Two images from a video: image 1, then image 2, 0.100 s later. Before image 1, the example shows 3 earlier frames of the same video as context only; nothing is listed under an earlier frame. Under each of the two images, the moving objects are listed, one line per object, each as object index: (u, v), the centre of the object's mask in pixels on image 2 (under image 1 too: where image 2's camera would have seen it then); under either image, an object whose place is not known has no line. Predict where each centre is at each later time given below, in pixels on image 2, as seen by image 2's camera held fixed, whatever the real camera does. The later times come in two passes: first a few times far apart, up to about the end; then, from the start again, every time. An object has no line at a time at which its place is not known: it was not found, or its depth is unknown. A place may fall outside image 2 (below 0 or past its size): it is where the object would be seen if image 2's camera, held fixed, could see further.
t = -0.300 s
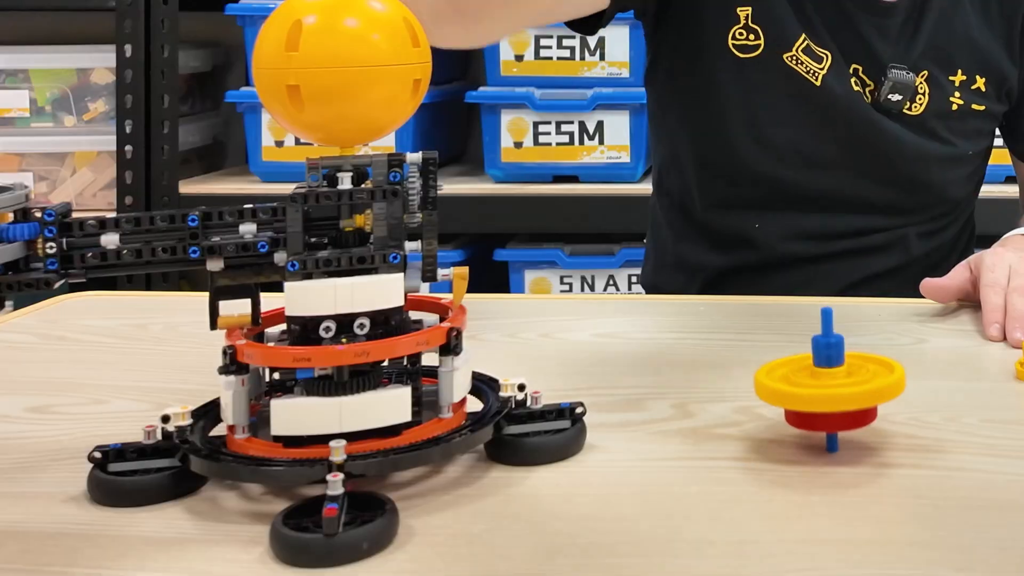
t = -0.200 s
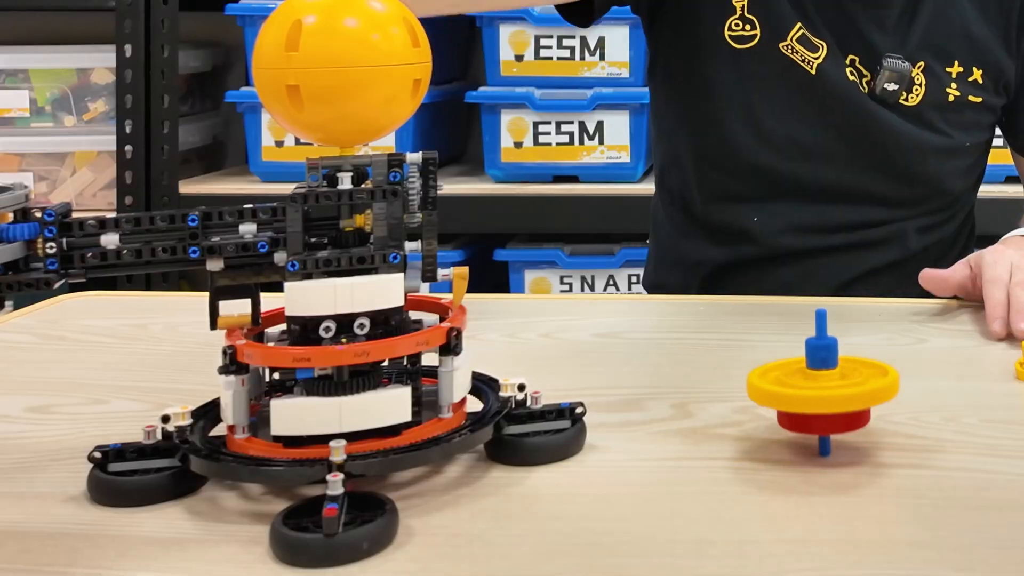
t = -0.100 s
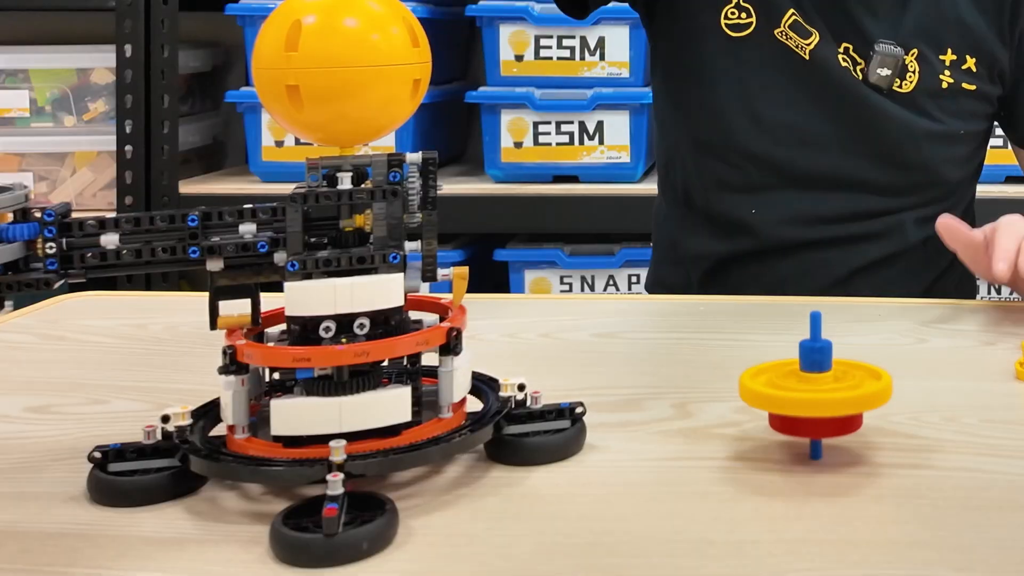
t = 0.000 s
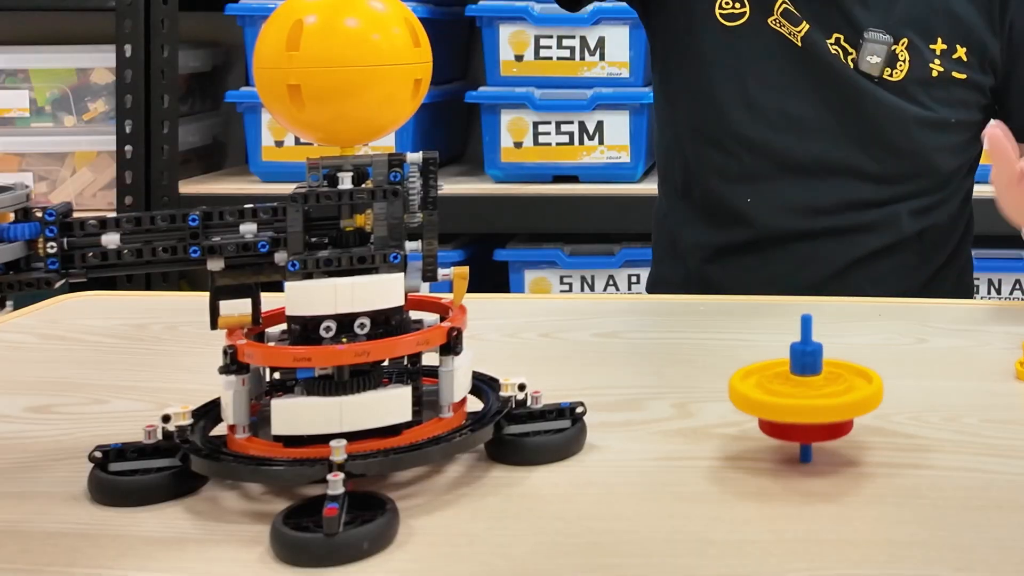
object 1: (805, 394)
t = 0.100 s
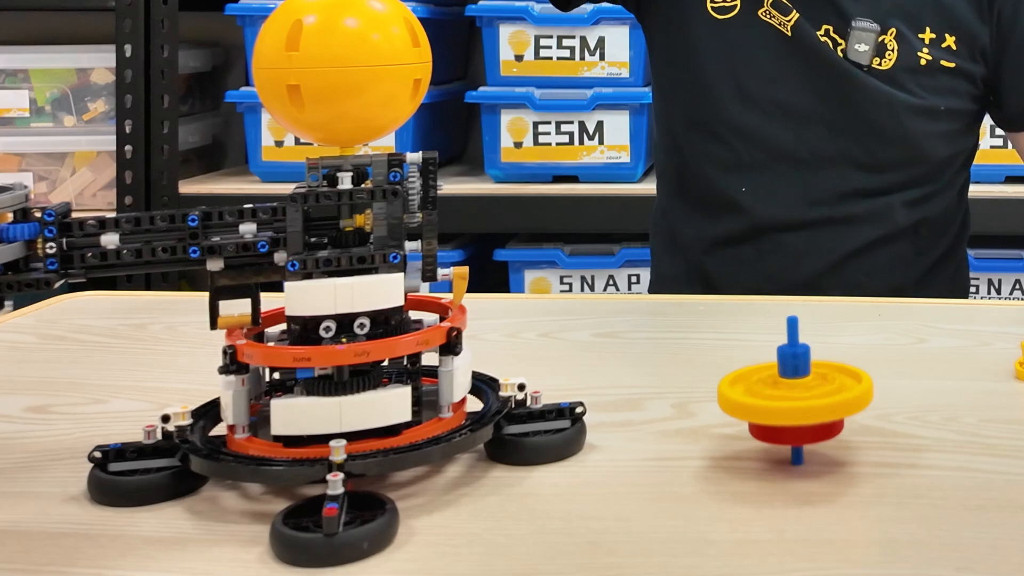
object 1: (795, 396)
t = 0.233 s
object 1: (780, 399)
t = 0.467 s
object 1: (746, 404)
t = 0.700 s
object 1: (708, 410)
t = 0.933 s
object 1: (668, 416)
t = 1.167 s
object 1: (625, 422)
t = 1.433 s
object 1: (574, 427)
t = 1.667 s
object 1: (532, 423)
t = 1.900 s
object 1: (498, 418)
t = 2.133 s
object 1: (481, 408)
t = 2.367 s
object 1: (482, 396)
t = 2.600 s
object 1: (499, 385)
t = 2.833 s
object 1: (526, 376)
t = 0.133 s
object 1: (791, 397)
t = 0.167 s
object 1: (788, 398)
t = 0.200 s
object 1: (783, 399)
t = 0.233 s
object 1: (780, 399)
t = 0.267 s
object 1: (775, 400)
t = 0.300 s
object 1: (771, 401)
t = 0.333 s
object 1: (767, 401)
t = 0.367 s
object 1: (761, 402)
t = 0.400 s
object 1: (757, 403)
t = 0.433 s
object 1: (751, 403)
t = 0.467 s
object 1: (746, 404)
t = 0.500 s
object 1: (742, 405)
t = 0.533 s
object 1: (736, 406)
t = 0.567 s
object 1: (731, 406)
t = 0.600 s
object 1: (726, 407)
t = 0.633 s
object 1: (719, 408)
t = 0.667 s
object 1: (714, 409)
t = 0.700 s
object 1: (708, 410)
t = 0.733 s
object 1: (702, 411)
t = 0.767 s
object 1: (697, 411)
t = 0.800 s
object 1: (691, 412)
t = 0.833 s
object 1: (685, 413)
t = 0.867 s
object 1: (679, 414)
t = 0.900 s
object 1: (673, 415)
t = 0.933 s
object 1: (668, 416)
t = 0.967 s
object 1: (662, 417)
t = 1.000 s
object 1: (655, 418)
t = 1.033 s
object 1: (650, 419)
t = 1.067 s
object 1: (643, 420)
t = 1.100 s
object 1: (637, 421)
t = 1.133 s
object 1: (631, 422)
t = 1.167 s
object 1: (625, 422)
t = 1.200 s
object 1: (619, 422)
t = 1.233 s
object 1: (613, 422)
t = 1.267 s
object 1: (606, 422)
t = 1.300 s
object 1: (600, 425)
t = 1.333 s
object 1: (594, 426)
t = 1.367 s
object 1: (587, 426)
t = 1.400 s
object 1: (581, 426)
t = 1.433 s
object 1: (574, 427)
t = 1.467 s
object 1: (568, 425)
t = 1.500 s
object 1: (563, 424)
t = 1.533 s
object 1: (556, 424)
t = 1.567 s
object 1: (550, 424)
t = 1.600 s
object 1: (544, 424)
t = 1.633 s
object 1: (537, 423)
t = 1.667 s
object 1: (532, 423)
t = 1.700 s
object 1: (527, 423)
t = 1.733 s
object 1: (521, 422)
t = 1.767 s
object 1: (516, 422)
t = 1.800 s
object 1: (511, 421)
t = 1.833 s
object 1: (507, 420)
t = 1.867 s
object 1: (503, 419)
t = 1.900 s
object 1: (498, 418)
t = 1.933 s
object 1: (495, 418)
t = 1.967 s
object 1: (492, 416)
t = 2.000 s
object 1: (489, 415)
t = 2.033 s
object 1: (487, 413)
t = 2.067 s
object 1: (485, 412)
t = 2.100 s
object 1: (482, 410)
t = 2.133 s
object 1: (481, 408)
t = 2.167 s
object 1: (480, 407)
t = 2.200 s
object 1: (480, 405)
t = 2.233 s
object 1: (480, 404)
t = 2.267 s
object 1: (479, 402)
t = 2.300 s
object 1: (480, 400)
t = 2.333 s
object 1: (481, 398)
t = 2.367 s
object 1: (482, 396)
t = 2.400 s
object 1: (484, 395)
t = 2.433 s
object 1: (486, 393)
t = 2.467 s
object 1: (487, 392)
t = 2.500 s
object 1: (490, 390)
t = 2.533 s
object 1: (493, 388)
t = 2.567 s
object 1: (496, 386)
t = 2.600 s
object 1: (499, 385)
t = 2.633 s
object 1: (502, 384)
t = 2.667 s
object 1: (505, 382)
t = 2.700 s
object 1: (509, 381)
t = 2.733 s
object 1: (514, 379)
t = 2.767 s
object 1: (518, 378)
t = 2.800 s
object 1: (522, 377)
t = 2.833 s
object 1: (526, 376)
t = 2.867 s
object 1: (529, 375)
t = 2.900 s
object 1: (534, 374)
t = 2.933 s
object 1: (539, 373)
